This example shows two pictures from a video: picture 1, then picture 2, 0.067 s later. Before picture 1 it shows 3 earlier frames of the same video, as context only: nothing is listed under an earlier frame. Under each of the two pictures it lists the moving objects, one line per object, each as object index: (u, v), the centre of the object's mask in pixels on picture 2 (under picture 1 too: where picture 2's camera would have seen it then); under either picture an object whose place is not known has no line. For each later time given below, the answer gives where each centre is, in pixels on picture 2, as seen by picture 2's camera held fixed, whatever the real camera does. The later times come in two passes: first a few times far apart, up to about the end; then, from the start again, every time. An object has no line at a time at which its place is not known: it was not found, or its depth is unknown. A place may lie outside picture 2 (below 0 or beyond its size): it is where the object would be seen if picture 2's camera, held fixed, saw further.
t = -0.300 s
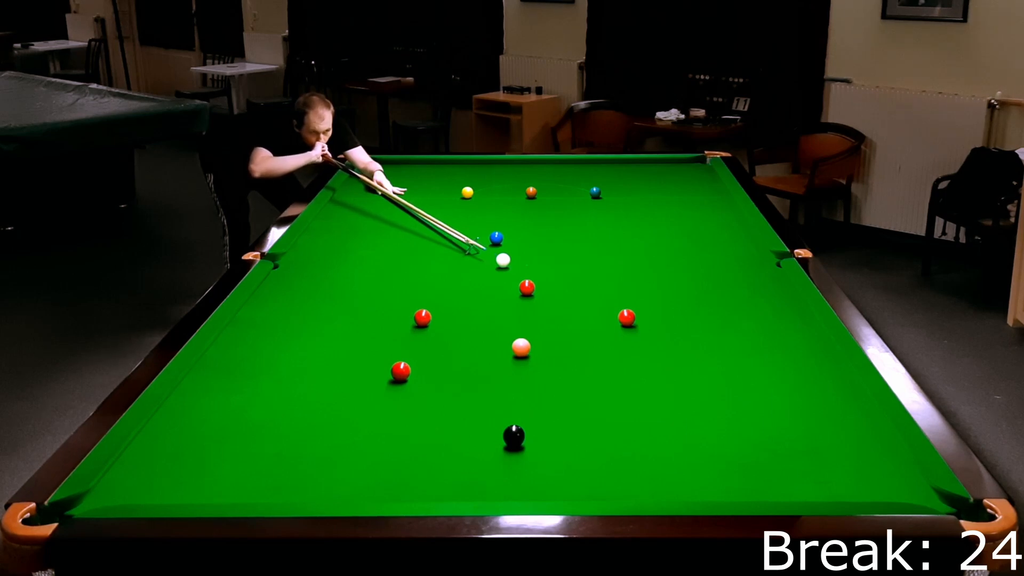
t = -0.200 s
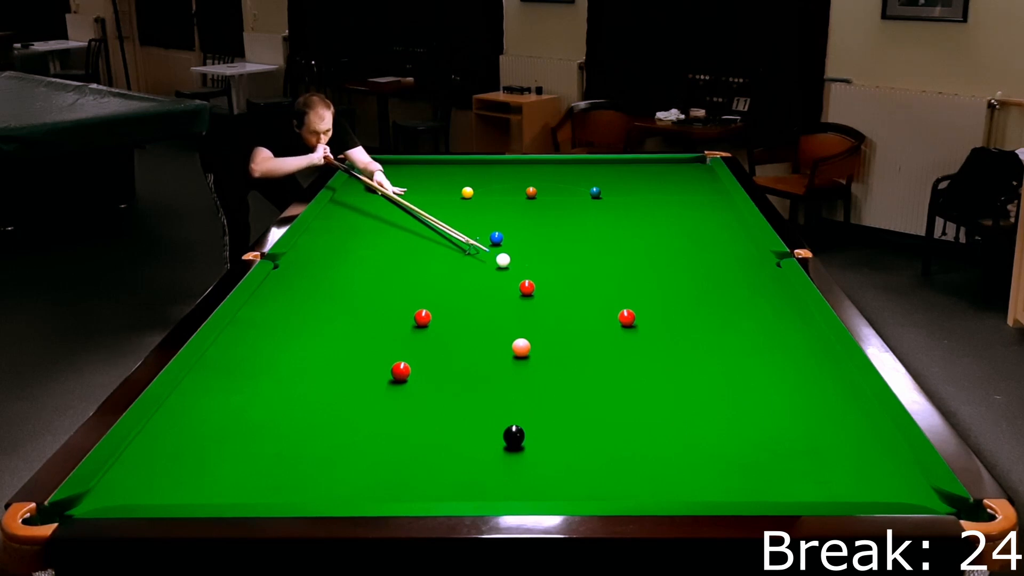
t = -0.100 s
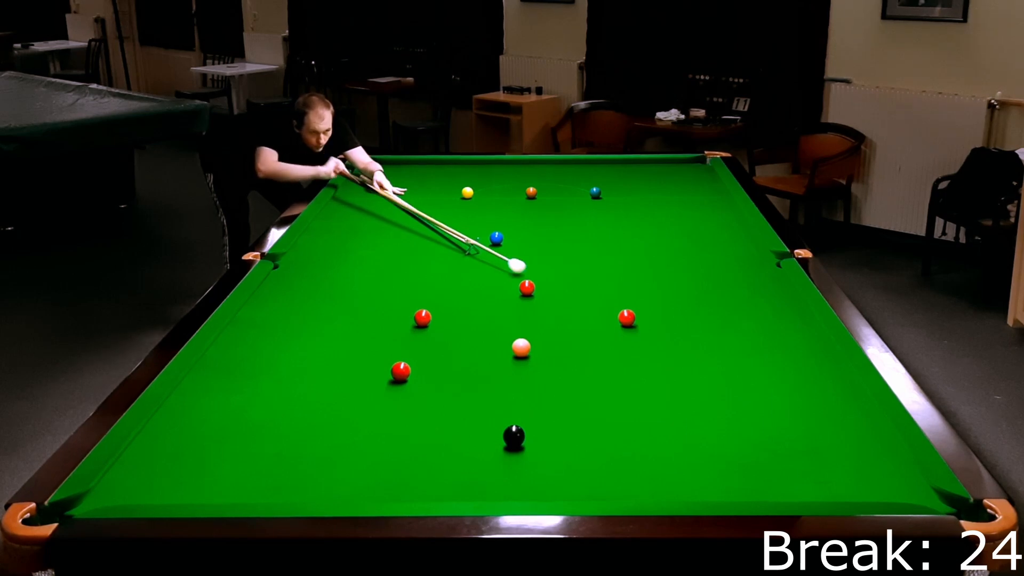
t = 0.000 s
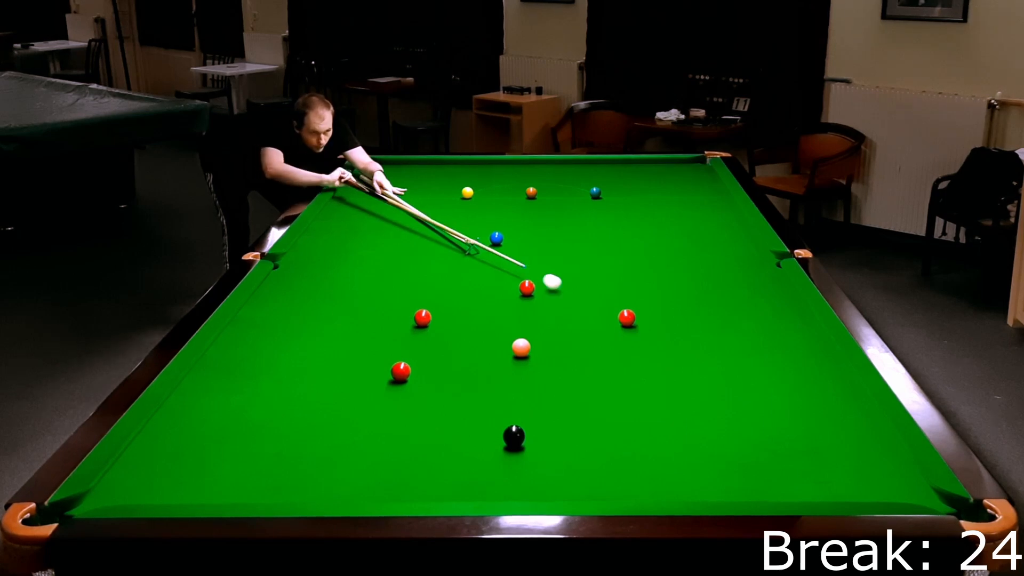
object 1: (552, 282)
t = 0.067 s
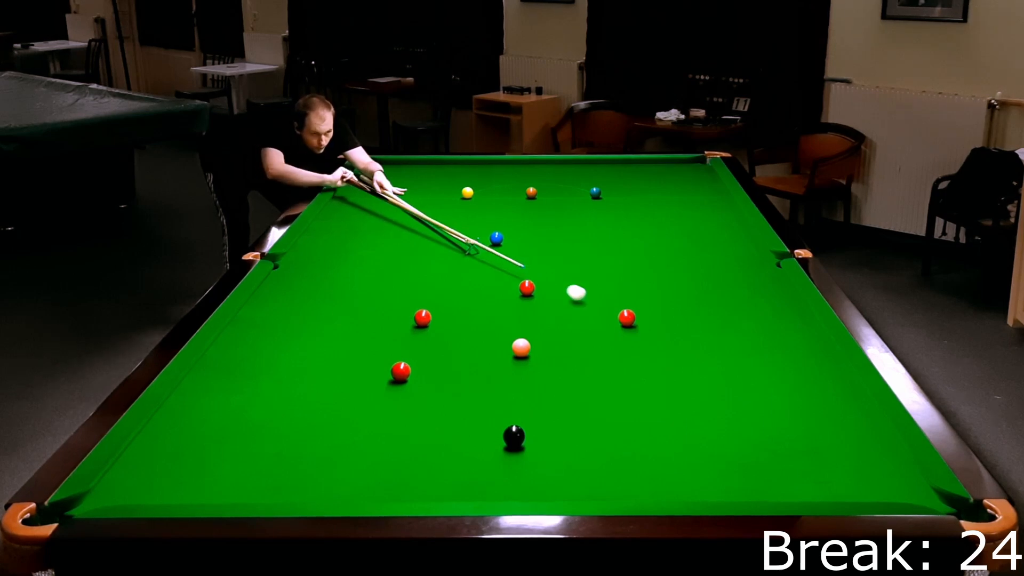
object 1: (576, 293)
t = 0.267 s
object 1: (628, 312)
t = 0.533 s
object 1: (669, 320)
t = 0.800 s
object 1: (716, 330)
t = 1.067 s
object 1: (763, 341)
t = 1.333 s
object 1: (811, 352)
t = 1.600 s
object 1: (820, 362)
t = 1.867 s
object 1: (803, 370)
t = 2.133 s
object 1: (785, 378)
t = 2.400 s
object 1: (768, 385)
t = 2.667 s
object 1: (752, 392)
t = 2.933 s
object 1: (736, 399)
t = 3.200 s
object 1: (722, 406)
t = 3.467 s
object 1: (708, 412)
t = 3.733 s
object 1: (696, 417)
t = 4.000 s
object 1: (684, 422)
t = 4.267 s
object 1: (674, 426)
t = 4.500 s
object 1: (667, 430)
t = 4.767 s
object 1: (660, 433)
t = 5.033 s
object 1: (655, 436)
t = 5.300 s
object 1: (650, 438)
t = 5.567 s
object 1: (648, 439)
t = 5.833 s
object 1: (647, 440)
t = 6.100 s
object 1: (647, 440)
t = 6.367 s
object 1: (647, 440)
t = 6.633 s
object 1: (647, 440)
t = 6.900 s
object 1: (647, 440)
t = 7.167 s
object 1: (647, 440)
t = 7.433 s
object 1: (647, 440)
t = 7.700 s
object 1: (647, 440)
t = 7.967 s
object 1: (647, 440)
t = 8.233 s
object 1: (647, 440)
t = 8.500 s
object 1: (647, 440)
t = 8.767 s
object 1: (647, 440)
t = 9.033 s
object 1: (647, 440)
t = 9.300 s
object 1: (647, 440)
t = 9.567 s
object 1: (647, 440)
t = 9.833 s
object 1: (647, 440)
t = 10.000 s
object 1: (647, 440)
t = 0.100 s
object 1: (589, 298)
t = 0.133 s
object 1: (601, 304)
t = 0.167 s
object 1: (614, 310)
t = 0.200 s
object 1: (620, 312)
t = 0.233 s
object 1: (624, 312)
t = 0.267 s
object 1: (628, 312)
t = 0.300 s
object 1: (632, 312)
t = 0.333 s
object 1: (636, 313)
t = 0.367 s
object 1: (641, 314)
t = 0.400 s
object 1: (646, 315)
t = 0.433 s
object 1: (652, 316)
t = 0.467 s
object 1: (657, 317)
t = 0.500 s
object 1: (663, 318)
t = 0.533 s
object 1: (669, 320)
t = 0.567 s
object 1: (675, 321)
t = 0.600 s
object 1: (681, 322)
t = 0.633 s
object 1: (686, 323)
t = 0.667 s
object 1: (692, 325)
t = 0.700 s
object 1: (698, 326)
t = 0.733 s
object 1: (704, 327)
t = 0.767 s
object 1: (710, 329)
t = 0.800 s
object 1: (716, 330)
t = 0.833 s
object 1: (722, 332)
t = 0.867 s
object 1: (727, 333)
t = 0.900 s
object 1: (733, 334)
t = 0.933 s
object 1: (739, 335)
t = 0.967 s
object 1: (745, 337)
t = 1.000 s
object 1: (751, 338)
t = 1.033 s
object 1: (757, 339)
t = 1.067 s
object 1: (763, 341)
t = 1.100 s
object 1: (769, 342)
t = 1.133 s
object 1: (775, 343)
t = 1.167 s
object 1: (781, 345)
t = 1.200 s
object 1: (787, 346)
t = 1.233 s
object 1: (793, 348)
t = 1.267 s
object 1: (799, 349)
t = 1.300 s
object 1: (805, 350)
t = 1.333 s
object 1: (811, 352)
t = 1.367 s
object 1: (817, 353)
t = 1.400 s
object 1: (823, 354)
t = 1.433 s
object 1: (829, 356)
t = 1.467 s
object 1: (831, 357)
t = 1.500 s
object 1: (827, 358)
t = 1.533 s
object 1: (825, 359)
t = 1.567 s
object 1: (822, 360)
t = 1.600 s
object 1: (820, 362)
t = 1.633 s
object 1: (818, 362)
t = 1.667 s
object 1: (816, 363)
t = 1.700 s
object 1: (814, 365)
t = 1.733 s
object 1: (811, 366)
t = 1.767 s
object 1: (809, 367)
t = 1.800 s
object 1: (807, 368)
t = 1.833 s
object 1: (805, 368)
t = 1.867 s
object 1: (803, 370)
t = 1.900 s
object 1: (801, 371)
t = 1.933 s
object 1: (798, 372)
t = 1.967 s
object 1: (796, 372)
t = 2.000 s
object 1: (794, 374)
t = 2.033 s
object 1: (792, 374)
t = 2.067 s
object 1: (790, 376)
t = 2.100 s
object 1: (787, 377)
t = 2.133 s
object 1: (785, 378)
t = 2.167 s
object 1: (783, 378)
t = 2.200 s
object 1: (781, 379)
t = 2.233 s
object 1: (779, 380)
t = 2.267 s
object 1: (777, 381)
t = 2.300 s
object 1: (775, 382)
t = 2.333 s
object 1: (772, 383)
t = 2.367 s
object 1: (770, 384)
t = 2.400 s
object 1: (768, 385)
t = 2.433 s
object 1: (766, 386)
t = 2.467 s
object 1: (764, 387)
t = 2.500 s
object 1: (762, 388)
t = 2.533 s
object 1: (760, 389)
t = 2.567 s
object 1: (758, 390)
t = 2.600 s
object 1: (756, 391)
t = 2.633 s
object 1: (754, 392)
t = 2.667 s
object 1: (752, 392)
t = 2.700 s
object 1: (750, 393)
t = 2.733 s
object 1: (748, 394)
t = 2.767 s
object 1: (746, 395)
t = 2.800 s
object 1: (744, 396)
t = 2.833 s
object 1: (742, 397)
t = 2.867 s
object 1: (740, 397)
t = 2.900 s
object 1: (738, 398)
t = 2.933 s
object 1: (736, 399)
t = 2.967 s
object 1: (734, 400)
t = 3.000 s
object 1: (733, 401)
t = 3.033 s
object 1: (731, 401)
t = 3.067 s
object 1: (729, 402)
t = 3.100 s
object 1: (727, 403)
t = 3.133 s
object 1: (725, 404)
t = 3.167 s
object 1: (724, 405)
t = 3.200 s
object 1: (722, 406)
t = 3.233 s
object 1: (720, 406)
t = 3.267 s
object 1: (718, 407)
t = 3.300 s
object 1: (717, 408)
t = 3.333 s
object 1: (715, 409)
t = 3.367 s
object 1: (713, 410)
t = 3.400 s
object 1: (712, 411)
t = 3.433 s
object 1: (710, 411)
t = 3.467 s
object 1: (708, 412)
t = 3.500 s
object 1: (707, 413)
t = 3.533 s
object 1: (705, 413)
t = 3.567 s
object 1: (703, 414)
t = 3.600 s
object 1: (702, 415)
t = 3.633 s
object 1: (700, 415)
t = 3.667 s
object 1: (699, 416)
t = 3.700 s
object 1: (697, 417)
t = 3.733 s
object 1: (696, 417)
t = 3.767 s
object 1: (694, 418)
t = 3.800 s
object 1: (693, 419)
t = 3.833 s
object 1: (691, 419)
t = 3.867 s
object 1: (690, 420)
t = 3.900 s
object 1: (688, 421)
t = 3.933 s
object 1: (687, 421)
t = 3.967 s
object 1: (685, 422)
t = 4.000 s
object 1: (684, 422)
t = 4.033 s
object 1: (683, 423)
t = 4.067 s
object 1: (682, 423)
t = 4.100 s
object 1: (680, 424)
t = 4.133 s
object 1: (679, 424)
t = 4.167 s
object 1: (678, 425)
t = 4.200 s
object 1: (677, 425)
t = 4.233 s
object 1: (675, 426)
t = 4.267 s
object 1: (674, 426)
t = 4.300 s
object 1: (673, 427)
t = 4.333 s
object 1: (672, 427)
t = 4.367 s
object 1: (671, 428)
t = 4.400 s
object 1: (670, 428)
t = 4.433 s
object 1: (669, 429)
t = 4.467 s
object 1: (668, 429)
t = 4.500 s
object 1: (667, 430)
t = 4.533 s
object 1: (666, 430)
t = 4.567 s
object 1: (665, 431)
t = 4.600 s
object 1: (664, 431)
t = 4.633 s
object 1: (663, 431)
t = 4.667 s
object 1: (662, 432)
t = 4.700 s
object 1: (661, 432)
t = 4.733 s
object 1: (661, 433)
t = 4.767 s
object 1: (660, 433)
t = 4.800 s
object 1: (659, 433)
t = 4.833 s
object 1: (658, 434)
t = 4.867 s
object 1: (658, 434)
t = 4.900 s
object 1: (657, 435)
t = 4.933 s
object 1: (656, 435)
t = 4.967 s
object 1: (656, 435)
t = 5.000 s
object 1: (655, 436)
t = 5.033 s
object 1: (655, 436)
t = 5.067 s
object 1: (654, 436)
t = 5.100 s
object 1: (653, 436)
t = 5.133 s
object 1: (653, 437)
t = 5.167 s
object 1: (652, 437)
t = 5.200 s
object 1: (652, 437)
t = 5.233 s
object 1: (651, 437)
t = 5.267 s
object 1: (651, 438)
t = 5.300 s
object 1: (650, 438)
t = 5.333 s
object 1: (650, 438)
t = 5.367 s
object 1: (650, 438)
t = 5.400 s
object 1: (649, 438)
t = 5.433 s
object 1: (649, 438)
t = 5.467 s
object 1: (649, 439)
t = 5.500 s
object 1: (648, 439)
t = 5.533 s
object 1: (648, 439)
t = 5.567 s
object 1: (648, 439)
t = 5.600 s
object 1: (648, 439)
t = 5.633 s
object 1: (648, 439)
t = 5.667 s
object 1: (647, 440)
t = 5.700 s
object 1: (647, 440)
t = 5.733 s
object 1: (647, 440)
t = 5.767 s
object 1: (647, 440)
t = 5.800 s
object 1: (647, 440)
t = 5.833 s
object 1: (647, 440)
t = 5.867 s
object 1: (647, 440)
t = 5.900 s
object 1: (646, 440)
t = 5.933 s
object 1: (646, 440)
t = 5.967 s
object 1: (646, 440)
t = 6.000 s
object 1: (646, 440)
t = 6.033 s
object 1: (647, 440)
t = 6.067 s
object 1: (647, 440)
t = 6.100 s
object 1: (647, 440)
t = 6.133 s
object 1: (647, 440)
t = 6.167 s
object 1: (647, 440)
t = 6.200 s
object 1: (647, 440)
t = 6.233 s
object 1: (647, 440)
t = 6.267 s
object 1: (647, 440)
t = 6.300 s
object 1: (647, 440)
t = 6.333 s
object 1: (647, 440)
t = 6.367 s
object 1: (647, 440)
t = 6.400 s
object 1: (647, 440)
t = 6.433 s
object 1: (647, 440)
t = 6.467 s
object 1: (647, 440)
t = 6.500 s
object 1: (647, 440)
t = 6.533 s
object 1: (647, 440)
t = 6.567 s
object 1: (647, 440)
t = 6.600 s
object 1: (647, 440)
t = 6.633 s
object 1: (647, 440)
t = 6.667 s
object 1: (647, 440)
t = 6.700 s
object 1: (647, 440)
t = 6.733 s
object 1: (647, 440)
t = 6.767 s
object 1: (647, 440)
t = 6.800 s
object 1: (647, 440)
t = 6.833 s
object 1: (647, 440)
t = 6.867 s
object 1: (647, 440)
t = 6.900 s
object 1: (647, 440)
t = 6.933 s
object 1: (647, 440)
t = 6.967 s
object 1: (647, 440)
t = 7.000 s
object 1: (647, 440)
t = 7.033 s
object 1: (647, 440)
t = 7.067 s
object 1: (647, 440)
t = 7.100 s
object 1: (647, 440)
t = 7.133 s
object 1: (647, 440)
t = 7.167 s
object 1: (647, 440)
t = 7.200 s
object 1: (647, 440)
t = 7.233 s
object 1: (647, 440)
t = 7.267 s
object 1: (647, 440)
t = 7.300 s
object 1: (647, 440)
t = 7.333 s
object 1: (647, 440)
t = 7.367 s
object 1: (647, 440)
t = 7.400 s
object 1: (647, 440)
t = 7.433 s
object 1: (647, 440)
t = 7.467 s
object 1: (647, 440)
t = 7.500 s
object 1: (647, 440)
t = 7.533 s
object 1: (647, 440)
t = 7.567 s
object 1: (647, 440)
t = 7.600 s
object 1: (647, 440)
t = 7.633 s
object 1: (647, 440)
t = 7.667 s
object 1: (647, 440)
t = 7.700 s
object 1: (647, 440)
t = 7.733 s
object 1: (647, 440)
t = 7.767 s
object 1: (647, 440)
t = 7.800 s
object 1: (647, 440)
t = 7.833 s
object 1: (647, 440)
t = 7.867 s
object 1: (647, 440)
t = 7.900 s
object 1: (647, 440)
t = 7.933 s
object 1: (647, 440)
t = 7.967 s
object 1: (647, 440)
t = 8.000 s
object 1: (647, 440)
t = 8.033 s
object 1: (647, 440)
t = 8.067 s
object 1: (647, 440)
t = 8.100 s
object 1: (647, 440)
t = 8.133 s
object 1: (647, 440)
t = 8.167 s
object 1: (647, 440)
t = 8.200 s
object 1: (647, 440)
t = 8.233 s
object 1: (647, 440)
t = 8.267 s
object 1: (647, 440)
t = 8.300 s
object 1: (647, 440)
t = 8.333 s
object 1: (647, 440)
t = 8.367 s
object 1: (647, 440)
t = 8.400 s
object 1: (647, 440)
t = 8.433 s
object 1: (647, 440)
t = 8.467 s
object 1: (647, 440)
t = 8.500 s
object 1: (647, 440)
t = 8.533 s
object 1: (647, 440)
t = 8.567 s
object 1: (647, 440)
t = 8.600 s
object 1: (647, 440)
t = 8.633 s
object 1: (647, 440)
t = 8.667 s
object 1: (647, 440)
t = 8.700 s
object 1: (647, 440)
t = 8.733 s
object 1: (647, 440)
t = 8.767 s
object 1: (647, 440)
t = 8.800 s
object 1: (647, 440)
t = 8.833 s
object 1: (647, 440)
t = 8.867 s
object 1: (647, 440)
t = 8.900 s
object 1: (647, 440)
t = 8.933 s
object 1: (647, 440)
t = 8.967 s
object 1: (647, 440)
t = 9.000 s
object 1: (647, 440)
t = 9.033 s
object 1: (647, 440)
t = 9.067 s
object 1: (647, 440)
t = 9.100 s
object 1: (647, 440)
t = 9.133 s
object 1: (647, 440)
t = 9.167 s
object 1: (647, 440)
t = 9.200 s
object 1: (647, 440)
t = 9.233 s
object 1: (647, 440)
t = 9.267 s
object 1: (647, 440)
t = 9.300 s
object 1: (647, 440)
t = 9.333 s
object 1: (647, 440)
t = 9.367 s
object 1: (647, 440)
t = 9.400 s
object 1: (647, 440)
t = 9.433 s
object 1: (647, 440)
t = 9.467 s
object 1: (647, 440)
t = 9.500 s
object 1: (647, 440)
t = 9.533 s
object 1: (647, 440)
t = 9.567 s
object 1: (647, 440)
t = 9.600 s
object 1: (647, 440)
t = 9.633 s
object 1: (647, 440)
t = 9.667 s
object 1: (647, 440)
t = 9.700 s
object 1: (647, 440)
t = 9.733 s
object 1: (647, 440)
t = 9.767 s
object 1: (647, 440)
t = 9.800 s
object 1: (647, 440)
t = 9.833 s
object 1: (647, 440)
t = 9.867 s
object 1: (647, 440)
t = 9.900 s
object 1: (647, 440)
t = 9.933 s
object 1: (647, 440)
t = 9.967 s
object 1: (647, 440)
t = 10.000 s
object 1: (647, 440)
